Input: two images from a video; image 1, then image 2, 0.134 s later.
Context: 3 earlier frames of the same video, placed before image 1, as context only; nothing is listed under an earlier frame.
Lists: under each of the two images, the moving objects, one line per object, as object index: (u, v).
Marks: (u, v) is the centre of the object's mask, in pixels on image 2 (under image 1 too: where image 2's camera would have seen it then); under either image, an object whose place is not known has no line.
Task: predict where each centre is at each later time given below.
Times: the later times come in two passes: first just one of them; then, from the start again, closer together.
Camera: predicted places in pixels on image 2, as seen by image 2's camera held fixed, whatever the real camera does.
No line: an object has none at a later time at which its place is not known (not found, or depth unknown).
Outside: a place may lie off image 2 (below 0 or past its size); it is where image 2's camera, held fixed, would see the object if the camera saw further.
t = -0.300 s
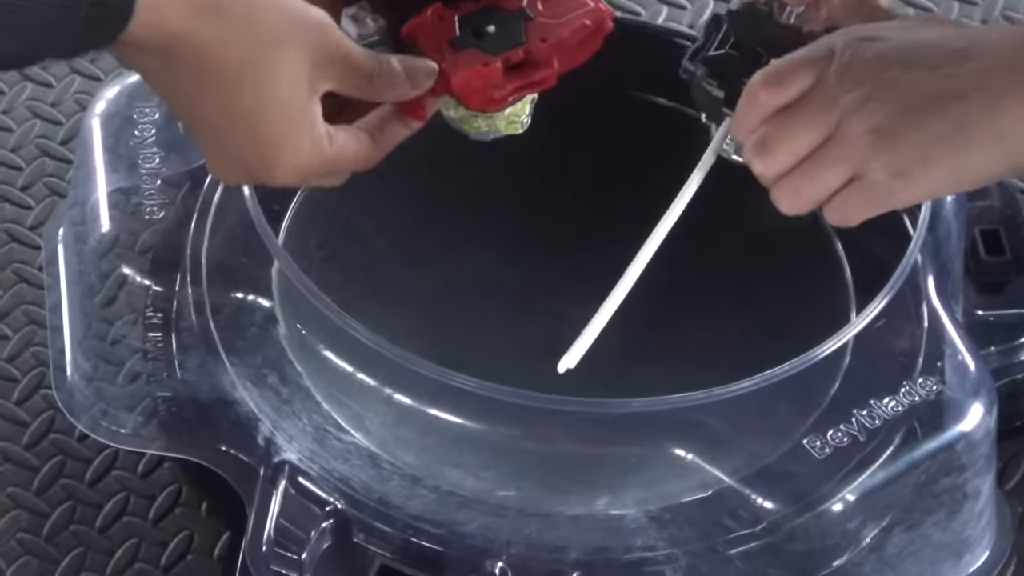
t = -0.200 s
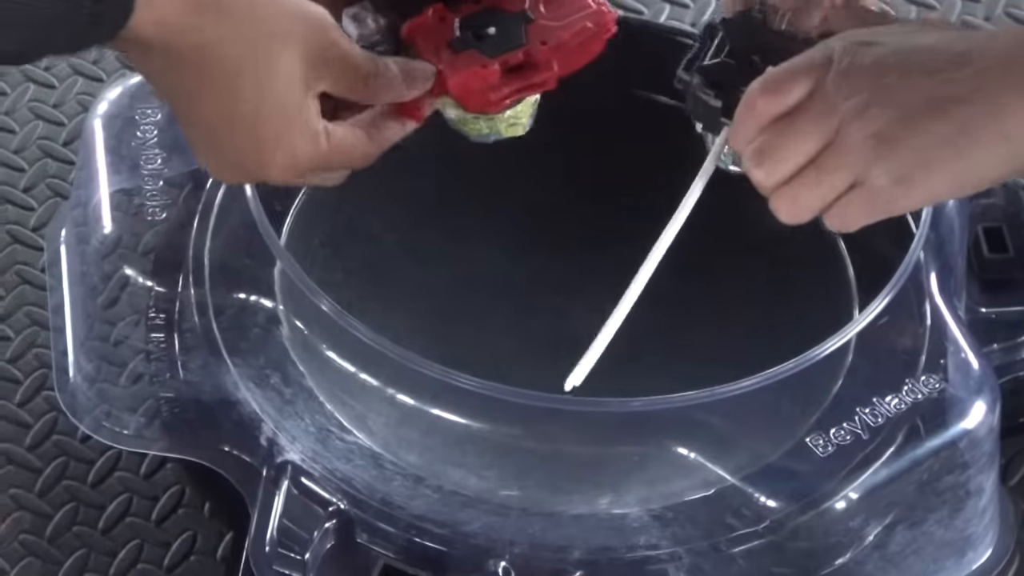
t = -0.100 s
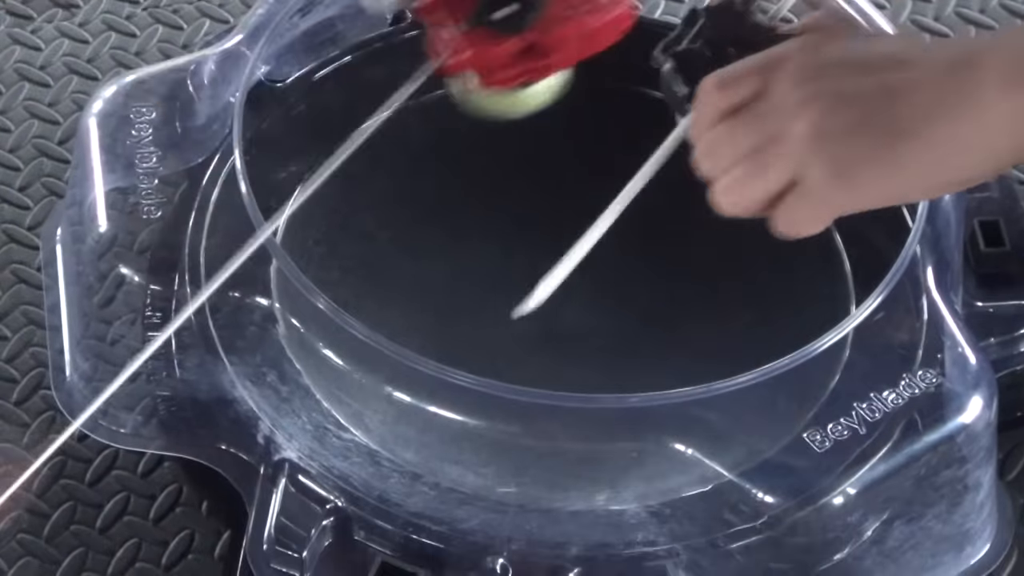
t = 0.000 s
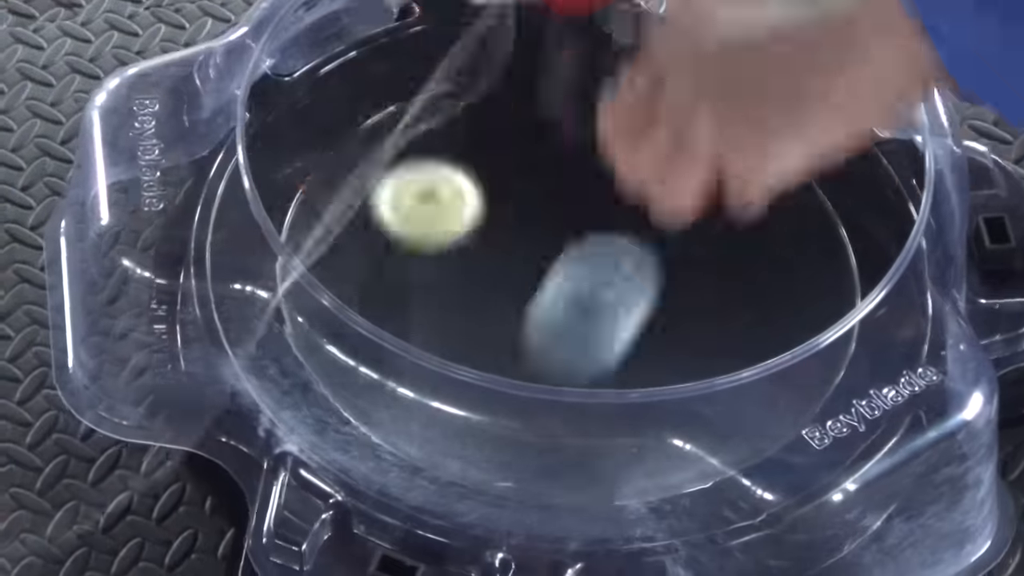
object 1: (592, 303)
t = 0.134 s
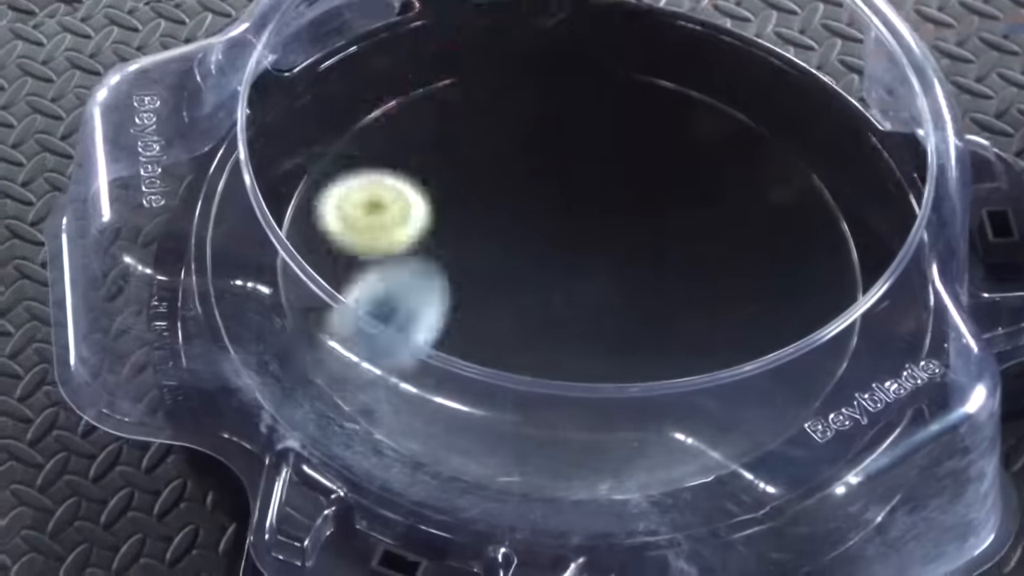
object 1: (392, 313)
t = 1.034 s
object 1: (819, 350)
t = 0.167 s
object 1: (347, 375)
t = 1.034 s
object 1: (819, 350)
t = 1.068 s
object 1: (805, 347)
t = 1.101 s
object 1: (793, 339)
